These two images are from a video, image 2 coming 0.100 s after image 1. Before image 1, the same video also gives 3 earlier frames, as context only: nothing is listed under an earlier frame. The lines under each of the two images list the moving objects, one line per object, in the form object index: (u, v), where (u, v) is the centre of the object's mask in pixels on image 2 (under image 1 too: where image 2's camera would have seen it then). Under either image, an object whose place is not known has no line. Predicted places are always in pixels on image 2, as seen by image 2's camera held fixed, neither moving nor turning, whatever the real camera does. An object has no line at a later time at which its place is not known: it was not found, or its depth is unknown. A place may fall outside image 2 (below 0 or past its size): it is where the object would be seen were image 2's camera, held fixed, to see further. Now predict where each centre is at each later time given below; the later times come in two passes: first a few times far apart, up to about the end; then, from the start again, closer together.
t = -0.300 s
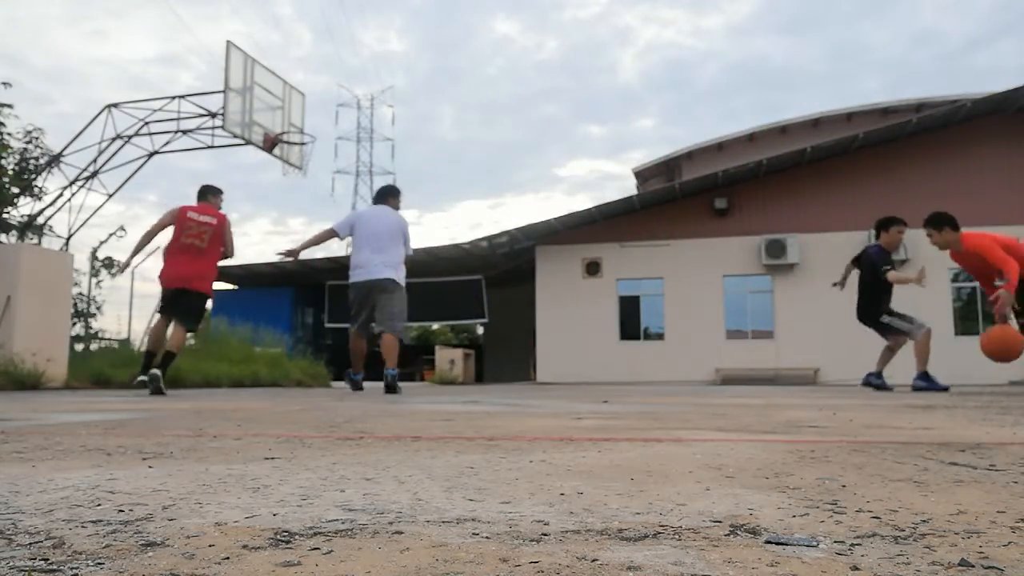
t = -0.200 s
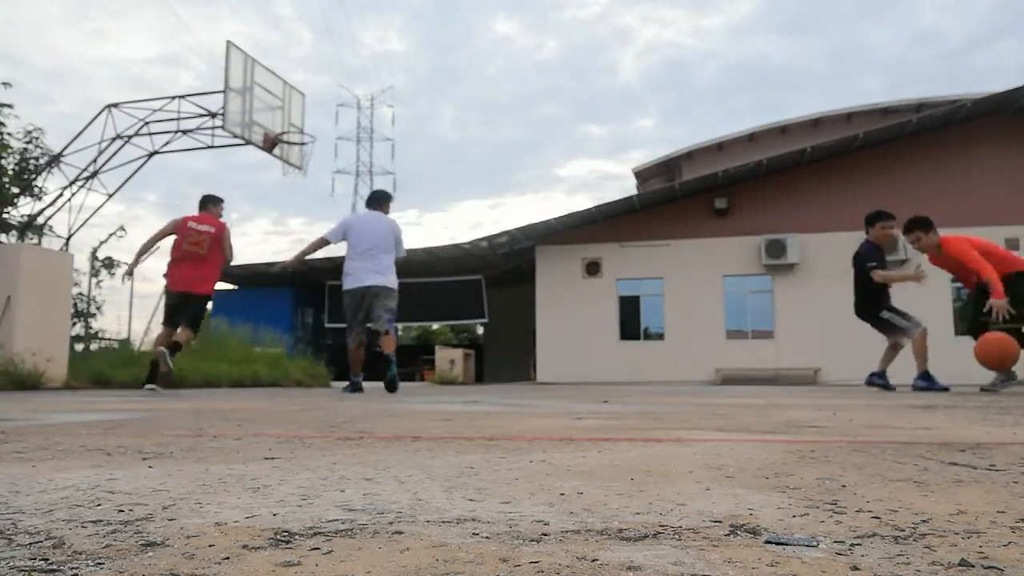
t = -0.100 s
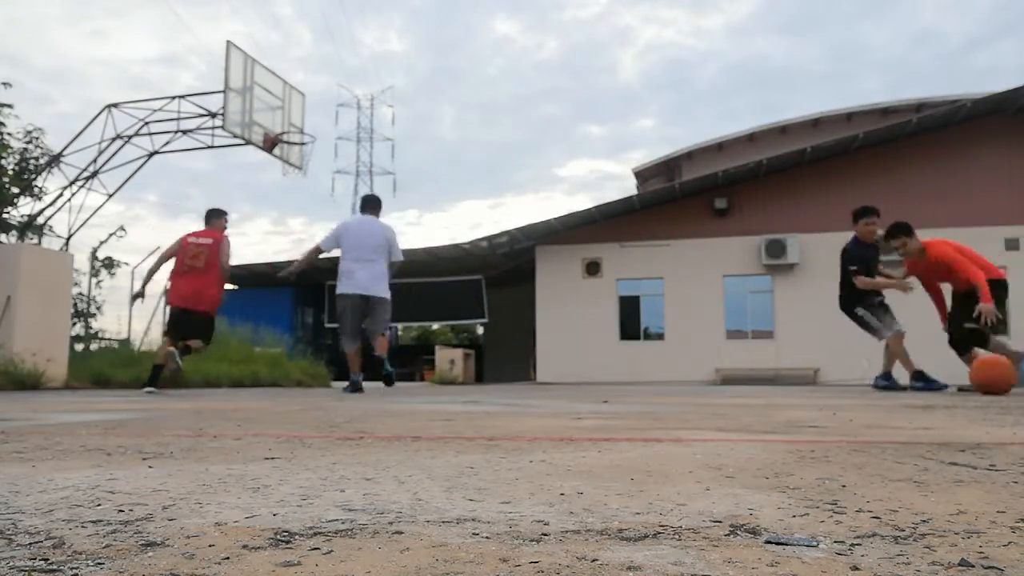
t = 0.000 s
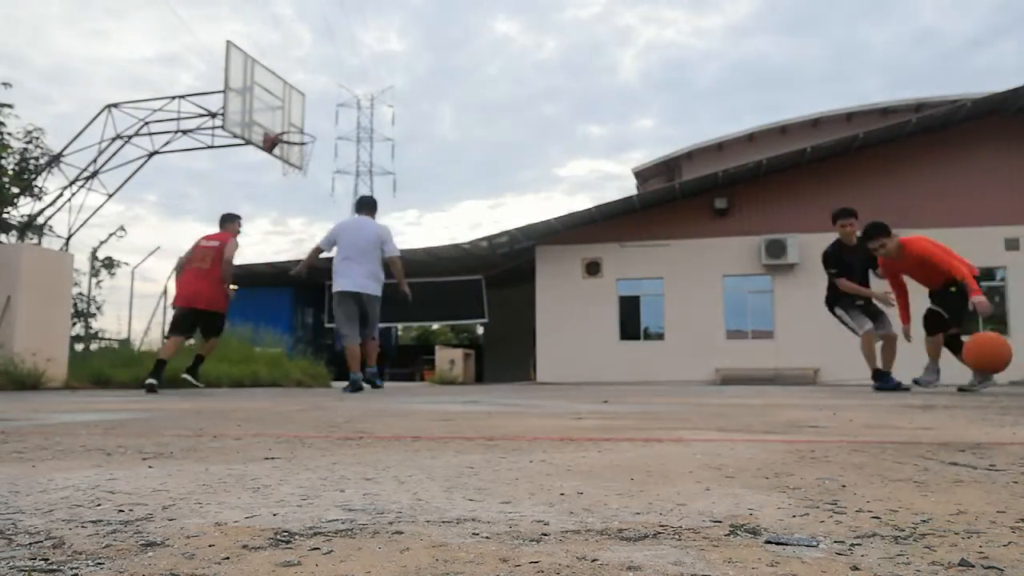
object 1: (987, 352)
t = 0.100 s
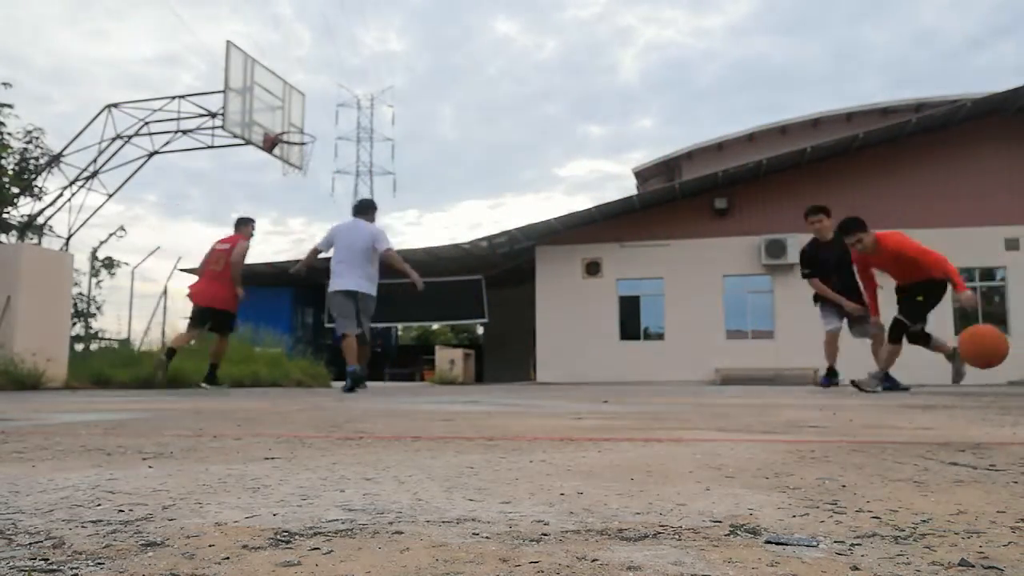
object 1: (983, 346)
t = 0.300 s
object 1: (976, 364)
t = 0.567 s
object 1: (965, 363)
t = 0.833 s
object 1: (951, 351)
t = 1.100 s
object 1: (934, 349)
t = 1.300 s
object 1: (917, 345)
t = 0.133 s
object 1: (982, 347)
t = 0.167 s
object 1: (981, 351)
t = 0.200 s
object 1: (980, 357)
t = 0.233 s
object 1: (979, 366)
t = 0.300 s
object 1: (976, 364)
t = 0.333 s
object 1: (975, 356)
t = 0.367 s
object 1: (973, 350)
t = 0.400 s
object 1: (971, 347)
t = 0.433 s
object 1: (970, 345)
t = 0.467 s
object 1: (968, 345)
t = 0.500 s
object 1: (967, 349)
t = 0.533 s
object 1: (966, 354)
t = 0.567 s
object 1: (965, 363)
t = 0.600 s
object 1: (964, 373)
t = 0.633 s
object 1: (962, 364)
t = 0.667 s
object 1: (960, 355)
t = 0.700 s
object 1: (958, 350)
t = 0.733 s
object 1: (956, 346)
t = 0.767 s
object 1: (954, 345)
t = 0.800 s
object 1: (953, 347)
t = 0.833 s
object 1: (951, 351)
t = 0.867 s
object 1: (950, 359)
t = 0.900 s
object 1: (949, 371)
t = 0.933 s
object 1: (946, 364)
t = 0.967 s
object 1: (943, 355)
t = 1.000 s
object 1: (941, 349)
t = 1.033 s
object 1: (938, 346)
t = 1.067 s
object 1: (936, 346)
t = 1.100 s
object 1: (934, 349)
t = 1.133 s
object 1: (931, 356)
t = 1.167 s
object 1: (929, 367)
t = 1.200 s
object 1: (926, 362)
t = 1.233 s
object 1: (923, 353)
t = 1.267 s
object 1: (920, 347)
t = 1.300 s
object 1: (917, 345)
